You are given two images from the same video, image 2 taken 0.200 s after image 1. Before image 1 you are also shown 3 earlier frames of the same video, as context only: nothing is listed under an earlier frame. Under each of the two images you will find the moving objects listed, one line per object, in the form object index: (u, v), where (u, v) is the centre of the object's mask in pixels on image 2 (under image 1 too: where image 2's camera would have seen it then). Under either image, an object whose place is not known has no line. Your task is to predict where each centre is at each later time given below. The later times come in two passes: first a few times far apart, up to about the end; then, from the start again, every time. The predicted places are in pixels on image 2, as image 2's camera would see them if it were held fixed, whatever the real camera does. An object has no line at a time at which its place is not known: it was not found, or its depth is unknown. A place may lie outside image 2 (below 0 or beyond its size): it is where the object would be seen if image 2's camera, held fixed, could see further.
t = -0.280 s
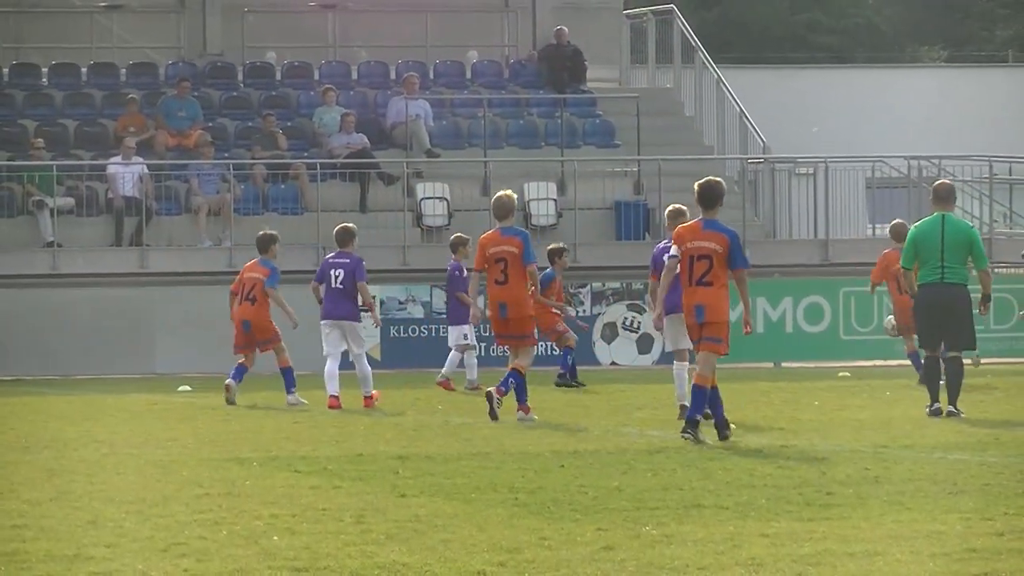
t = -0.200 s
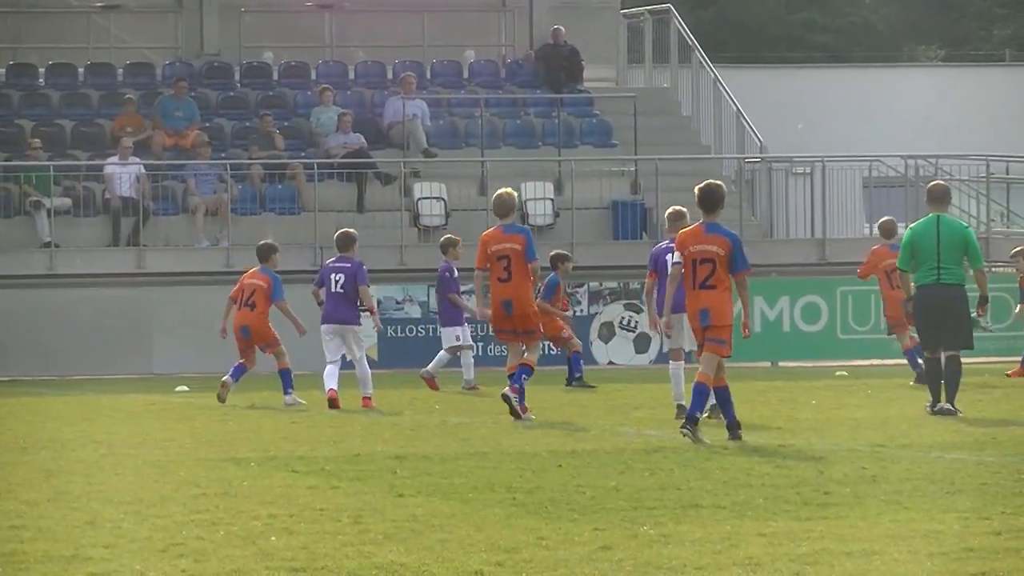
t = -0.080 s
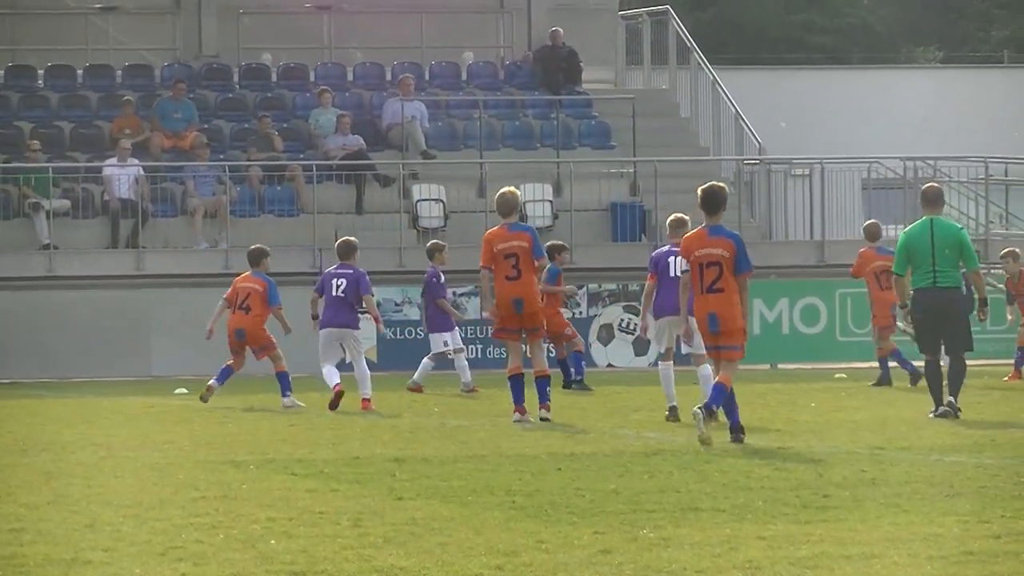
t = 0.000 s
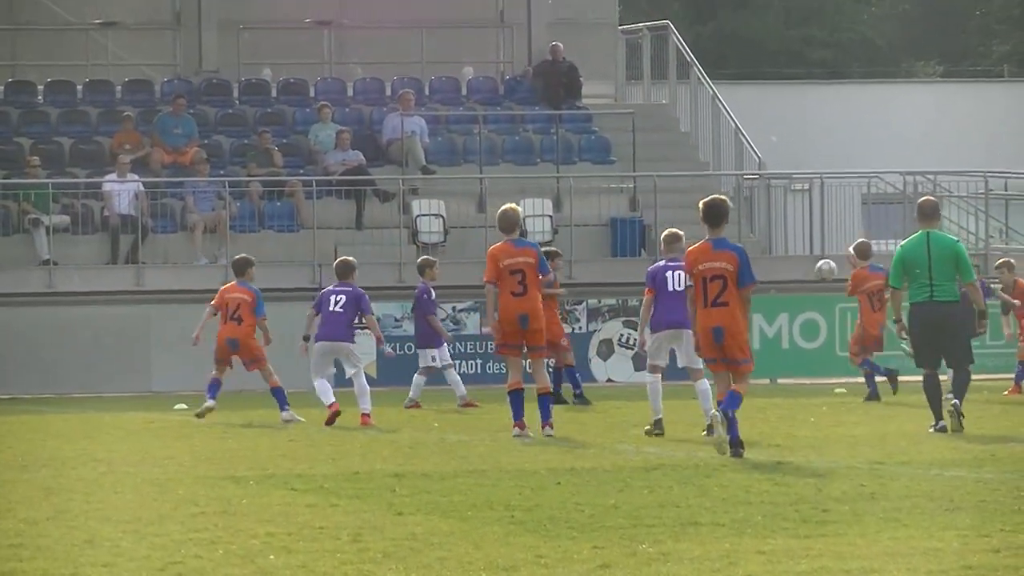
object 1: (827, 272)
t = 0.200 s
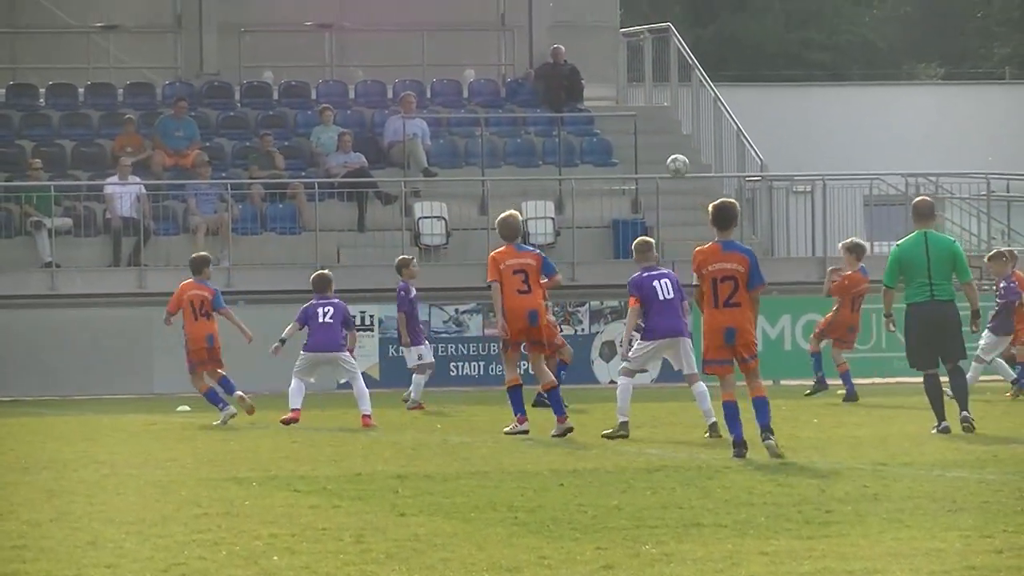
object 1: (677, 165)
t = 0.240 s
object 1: (646, 149)
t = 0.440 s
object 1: (494, 94)
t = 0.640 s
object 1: (337, 77)
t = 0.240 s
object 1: (646, 149)
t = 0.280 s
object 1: (617, 134)
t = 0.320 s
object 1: (585, 121)
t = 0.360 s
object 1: (555, 109)
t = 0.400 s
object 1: (524, 101)
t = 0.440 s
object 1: (494, 94)
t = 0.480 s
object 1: (463, 87)
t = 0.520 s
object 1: (432, 83)
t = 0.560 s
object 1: (401, 79)
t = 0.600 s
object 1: (369, 77)
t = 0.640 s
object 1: (337, 77)
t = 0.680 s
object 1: (305, 79)
